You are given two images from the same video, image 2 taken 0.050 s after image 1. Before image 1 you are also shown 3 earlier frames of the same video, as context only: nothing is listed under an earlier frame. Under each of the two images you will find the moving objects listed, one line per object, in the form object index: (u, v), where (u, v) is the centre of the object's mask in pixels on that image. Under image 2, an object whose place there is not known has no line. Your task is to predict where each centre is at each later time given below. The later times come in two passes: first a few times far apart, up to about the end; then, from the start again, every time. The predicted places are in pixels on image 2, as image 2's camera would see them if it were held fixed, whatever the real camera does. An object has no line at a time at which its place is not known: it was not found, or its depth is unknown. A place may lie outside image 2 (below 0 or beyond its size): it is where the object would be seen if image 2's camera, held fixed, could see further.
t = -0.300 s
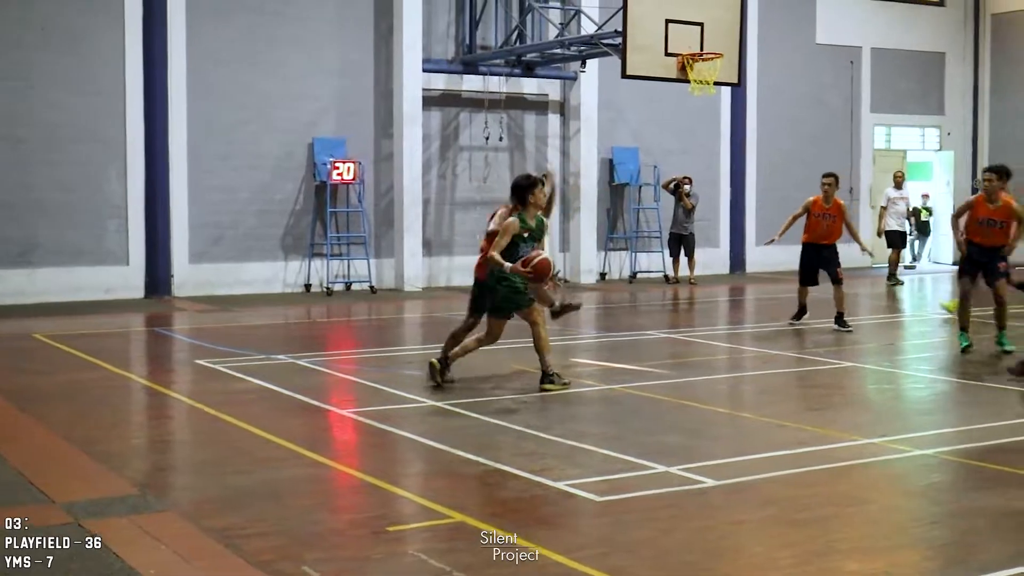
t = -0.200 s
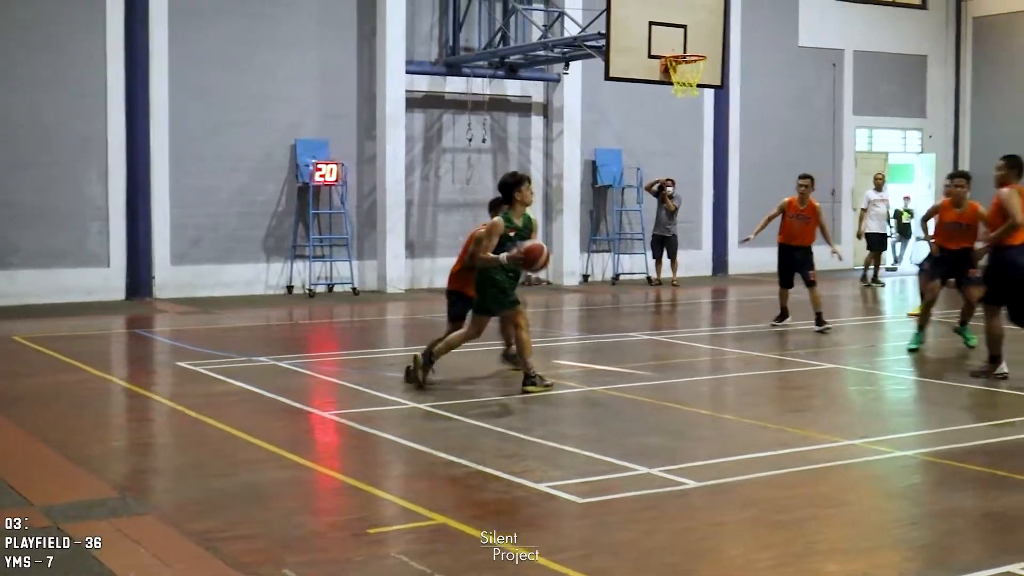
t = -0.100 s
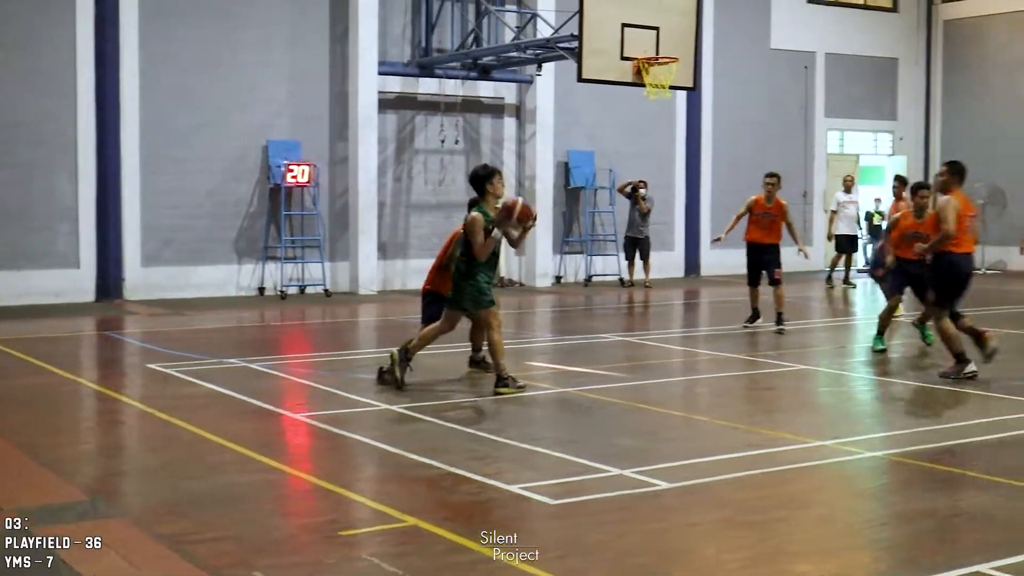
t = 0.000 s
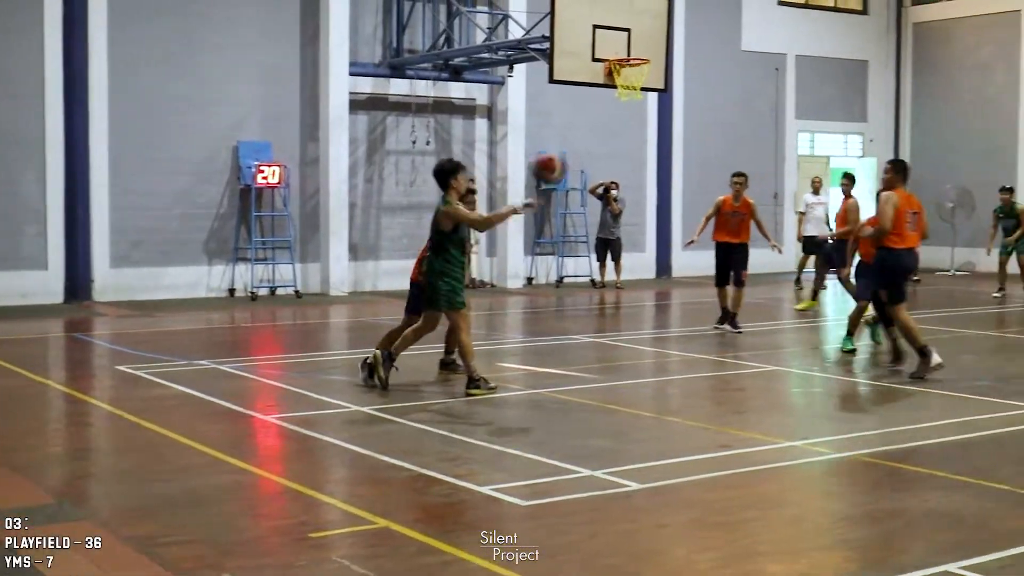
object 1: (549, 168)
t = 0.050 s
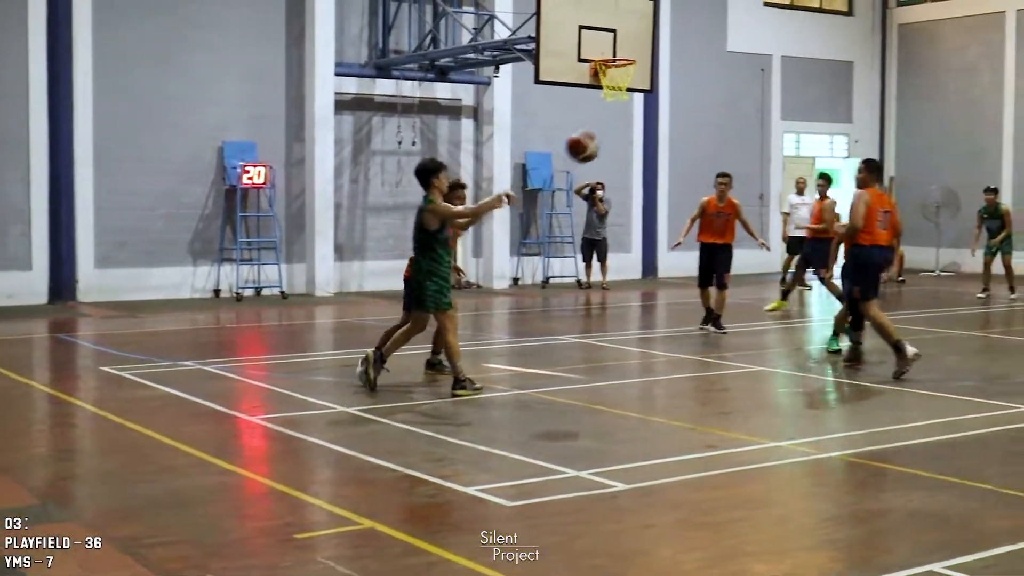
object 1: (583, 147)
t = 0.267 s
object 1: (786, 86)
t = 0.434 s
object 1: (939, 81)
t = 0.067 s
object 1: (599, 140)
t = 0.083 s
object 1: (614, 134)
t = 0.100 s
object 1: (630, 127)
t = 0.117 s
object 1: (646, 121)
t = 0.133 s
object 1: (661, 116)
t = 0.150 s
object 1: (677, 111)
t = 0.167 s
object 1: (692, 106)
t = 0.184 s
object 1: (708, 102)
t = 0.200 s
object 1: (723, 98)
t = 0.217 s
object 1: (739, 95)
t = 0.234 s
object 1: (755, 91)
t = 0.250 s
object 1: (769, 88)
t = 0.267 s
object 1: (786, 86)
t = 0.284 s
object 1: (801, 84)
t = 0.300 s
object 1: (816, 82)
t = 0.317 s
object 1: (831, 81)
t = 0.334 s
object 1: (847, 80)
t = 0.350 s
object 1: (863, 79)
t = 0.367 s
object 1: (878, 79)
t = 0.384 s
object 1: (894, 79)
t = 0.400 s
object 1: (909, 79)
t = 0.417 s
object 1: (924, 80)
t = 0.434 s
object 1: (939, 81)
